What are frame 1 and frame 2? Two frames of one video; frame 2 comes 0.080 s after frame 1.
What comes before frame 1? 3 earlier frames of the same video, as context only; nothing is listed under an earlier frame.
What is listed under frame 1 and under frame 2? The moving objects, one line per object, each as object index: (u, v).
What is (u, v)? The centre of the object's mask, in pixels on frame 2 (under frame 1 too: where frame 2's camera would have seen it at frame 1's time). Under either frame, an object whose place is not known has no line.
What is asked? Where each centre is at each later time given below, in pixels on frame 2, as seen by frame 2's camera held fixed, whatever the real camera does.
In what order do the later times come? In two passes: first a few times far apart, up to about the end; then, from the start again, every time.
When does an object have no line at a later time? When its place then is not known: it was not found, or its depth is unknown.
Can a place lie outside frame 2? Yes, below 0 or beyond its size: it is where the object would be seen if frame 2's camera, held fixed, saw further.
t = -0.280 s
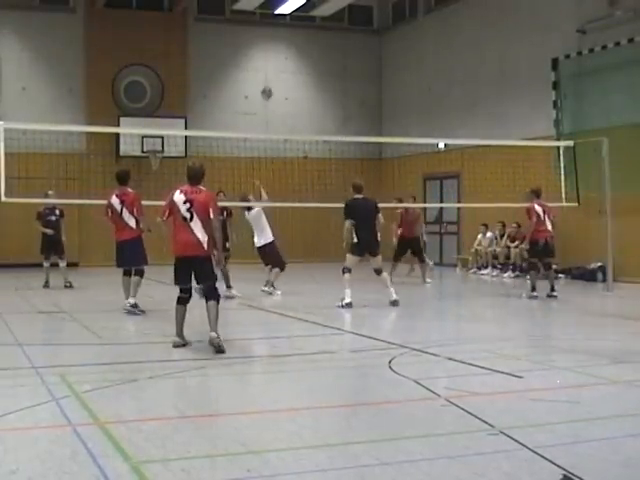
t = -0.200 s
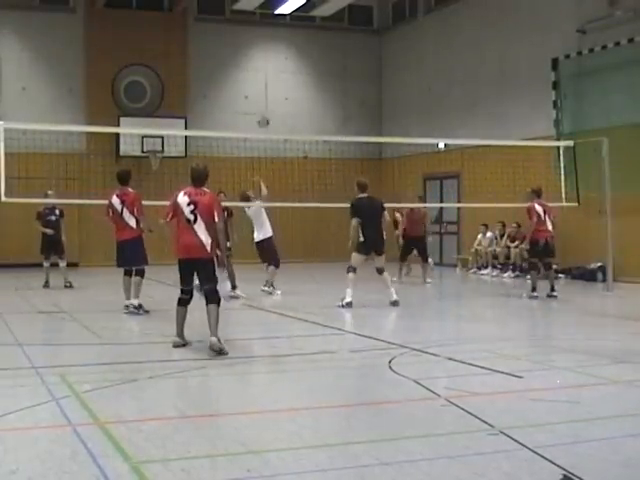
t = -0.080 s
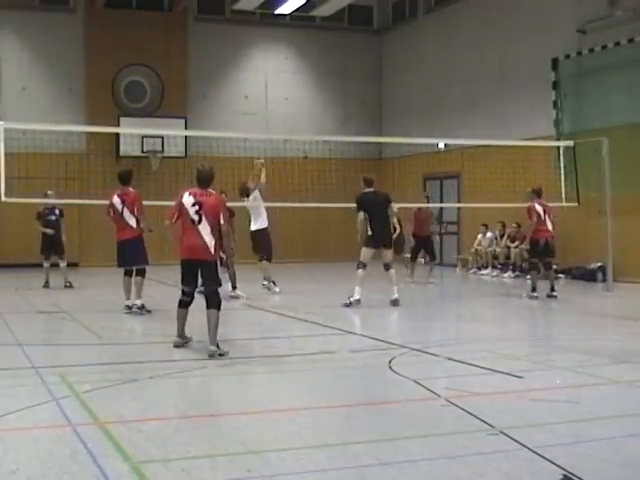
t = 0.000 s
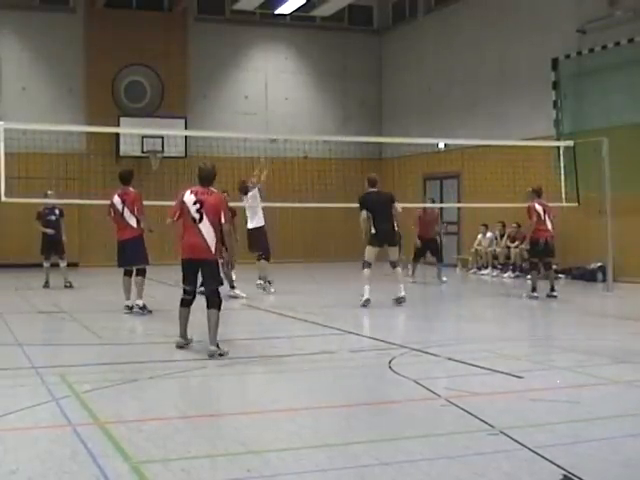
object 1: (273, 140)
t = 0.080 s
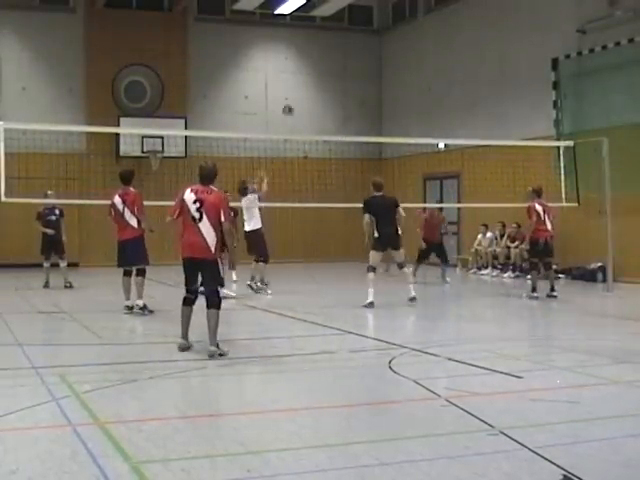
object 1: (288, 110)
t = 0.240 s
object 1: (320, 66)
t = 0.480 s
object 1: (362, 35)
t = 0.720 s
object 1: (407, 34)
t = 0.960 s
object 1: (447, 69)
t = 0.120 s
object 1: (295, 97)
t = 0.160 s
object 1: (302, 86)
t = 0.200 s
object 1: (310, 75)
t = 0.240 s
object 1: (320, 66)
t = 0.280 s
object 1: (328, 59)
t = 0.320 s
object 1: (334, 53)
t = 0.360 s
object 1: (341, 48)
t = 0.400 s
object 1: (349, 42)
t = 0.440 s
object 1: (356, 38)
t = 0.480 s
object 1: (362, 35)
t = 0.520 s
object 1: (370, 33)
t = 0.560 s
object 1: (377, 31)
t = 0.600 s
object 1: (384, 31)
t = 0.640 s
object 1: (391, 32)
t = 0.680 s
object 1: (398, 32)
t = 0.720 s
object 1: (407, 34)
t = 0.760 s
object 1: (412, 38)
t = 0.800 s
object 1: (419, 42)
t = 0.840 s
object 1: (425, 47)
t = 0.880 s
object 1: (433, 53)
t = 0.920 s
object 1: (441, 61)
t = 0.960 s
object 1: (447, 69)
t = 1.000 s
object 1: (453, 77)
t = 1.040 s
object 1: (460, 86)
